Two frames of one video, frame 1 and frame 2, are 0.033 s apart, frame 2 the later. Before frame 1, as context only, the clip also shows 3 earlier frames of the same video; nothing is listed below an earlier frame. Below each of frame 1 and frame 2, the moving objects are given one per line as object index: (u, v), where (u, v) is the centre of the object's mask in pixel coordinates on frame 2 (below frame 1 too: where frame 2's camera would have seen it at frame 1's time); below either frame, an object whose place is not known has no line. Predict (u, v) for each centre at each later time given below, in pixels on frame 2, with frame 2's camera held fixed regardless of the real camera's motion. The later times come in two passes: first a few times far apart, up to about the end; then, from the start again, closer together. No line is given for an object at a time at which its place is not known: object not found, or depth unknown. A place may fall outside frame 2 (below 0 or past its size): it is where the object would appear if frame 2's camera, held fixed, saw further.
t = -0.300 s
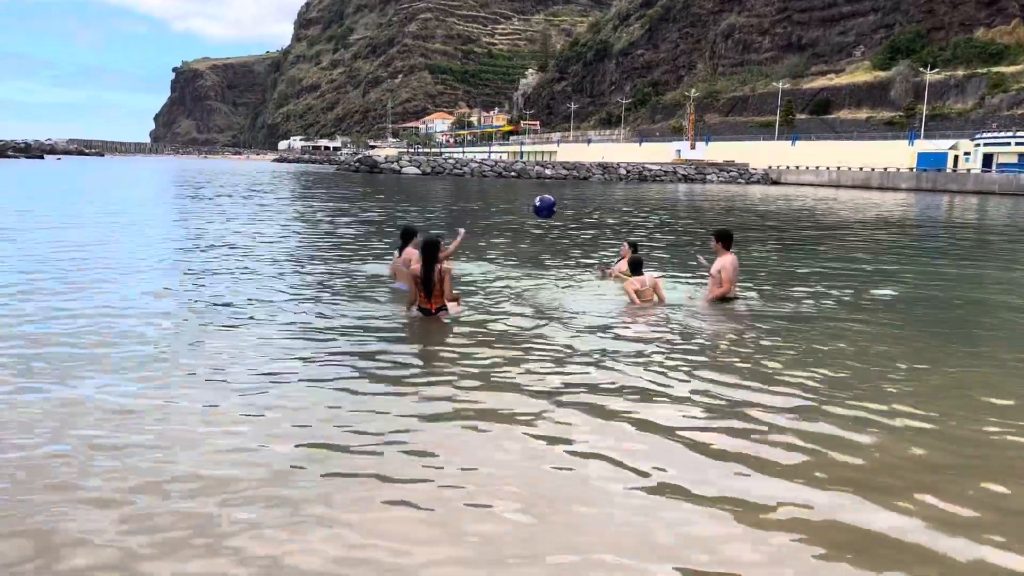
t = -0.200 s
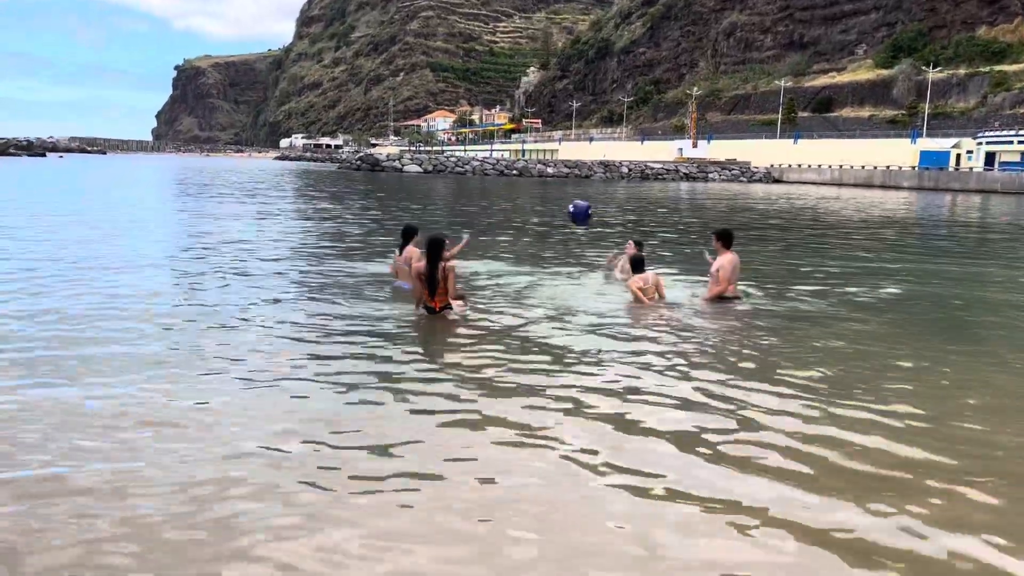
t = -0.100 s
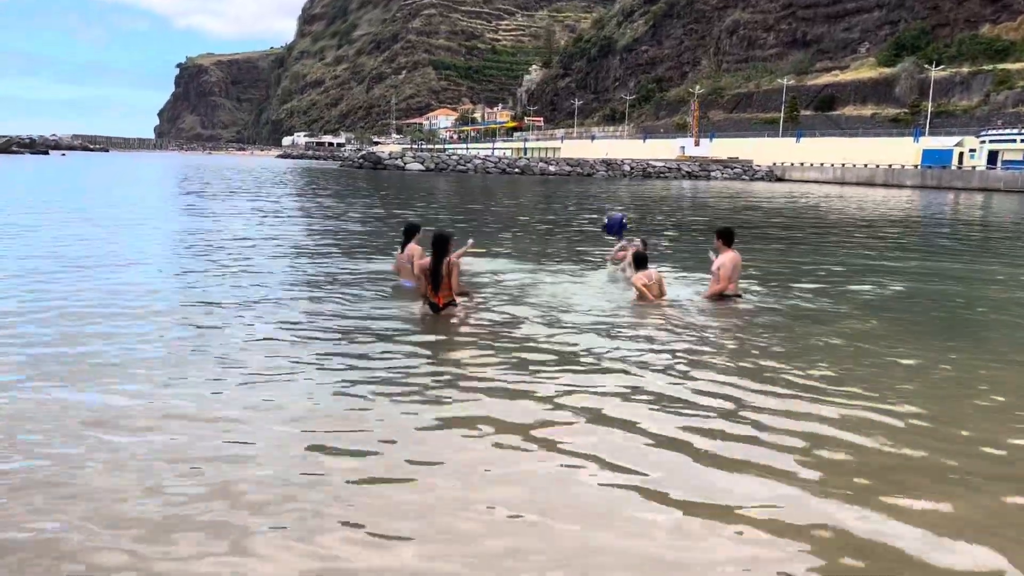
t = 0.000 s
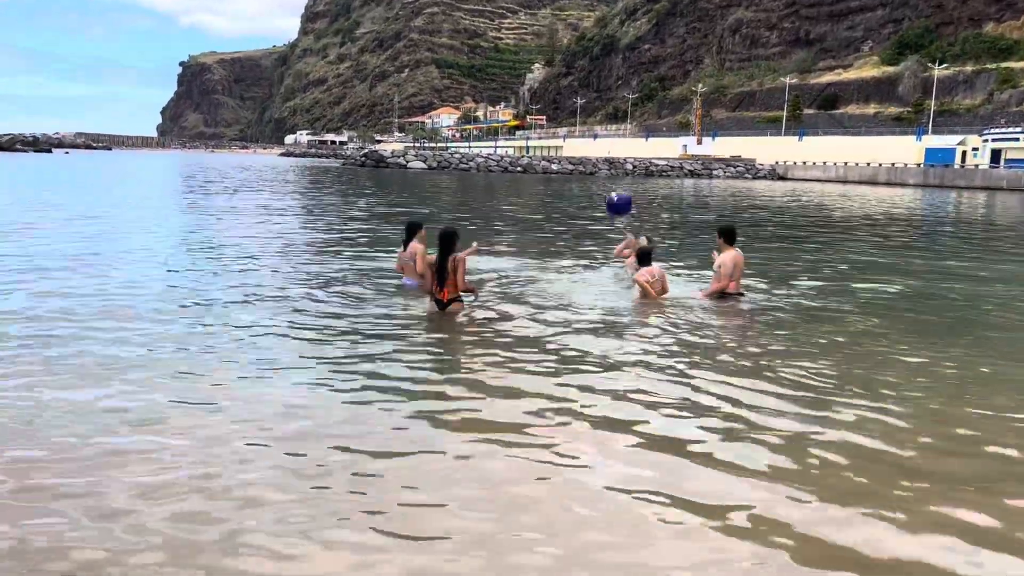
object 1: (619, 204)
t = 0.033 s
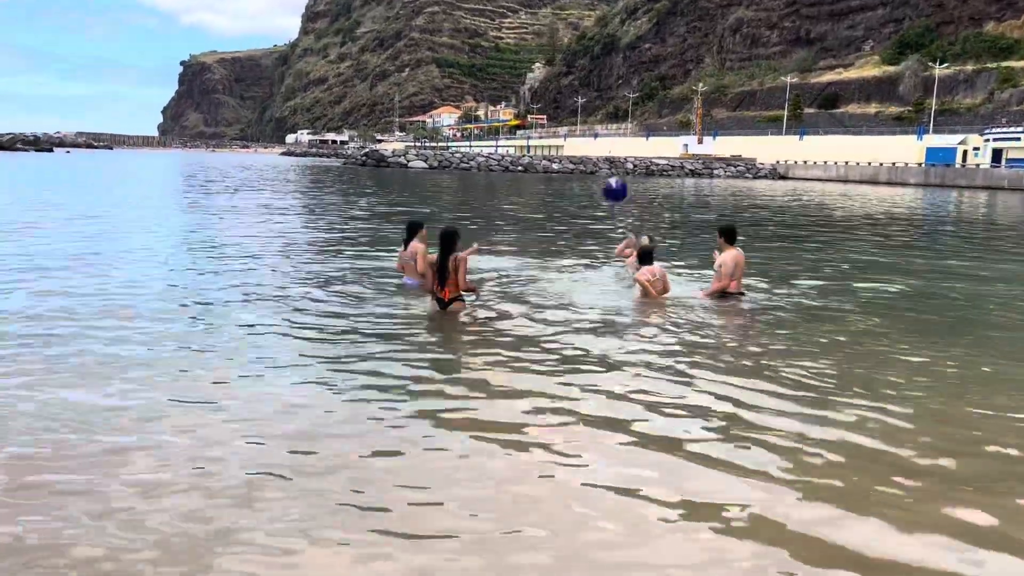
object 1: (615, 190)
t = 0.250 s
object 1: (579, 120)
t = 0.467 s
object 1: (549, 82)
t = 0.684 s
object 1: (521, 78)
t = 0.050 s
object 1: (612, 184)
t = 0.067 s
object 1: (609, 177)
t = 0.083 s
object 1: (607, 170)
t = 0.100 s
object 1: (604, 166)
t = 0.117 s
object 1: (600, 160)
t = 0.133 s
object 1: (598, 155)
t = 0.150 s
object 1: (595, 149)
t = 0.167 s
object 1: (593, 144)
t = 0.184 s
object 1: (589, 139)
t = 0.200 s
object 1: (587, 134)
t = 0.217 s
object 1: (584, 129)
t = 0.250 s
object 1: (579, 120)
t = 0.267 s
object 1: (577, 117)
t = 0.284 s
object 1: (575, 112)
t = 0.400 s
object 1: (557, 90)
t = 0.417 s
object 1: (554, 87)
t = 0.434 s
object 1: (553, 86)
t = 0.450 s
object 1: (551, 84)
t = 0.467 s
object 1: (549, 82)
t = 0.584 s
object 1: (534, 75)
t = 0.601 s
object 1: (532, 76)
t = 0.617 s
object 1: (530, 76)
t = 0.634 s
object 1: (528, 76)
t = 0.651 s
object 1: (525, 76)
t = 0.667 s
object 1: (523, 78)
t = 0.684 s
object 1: (521, 78)
